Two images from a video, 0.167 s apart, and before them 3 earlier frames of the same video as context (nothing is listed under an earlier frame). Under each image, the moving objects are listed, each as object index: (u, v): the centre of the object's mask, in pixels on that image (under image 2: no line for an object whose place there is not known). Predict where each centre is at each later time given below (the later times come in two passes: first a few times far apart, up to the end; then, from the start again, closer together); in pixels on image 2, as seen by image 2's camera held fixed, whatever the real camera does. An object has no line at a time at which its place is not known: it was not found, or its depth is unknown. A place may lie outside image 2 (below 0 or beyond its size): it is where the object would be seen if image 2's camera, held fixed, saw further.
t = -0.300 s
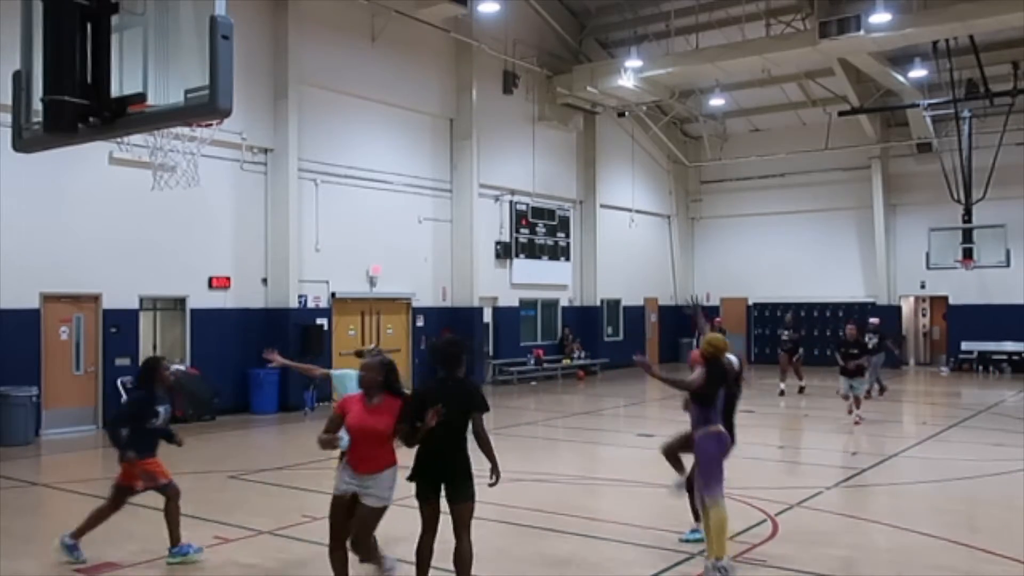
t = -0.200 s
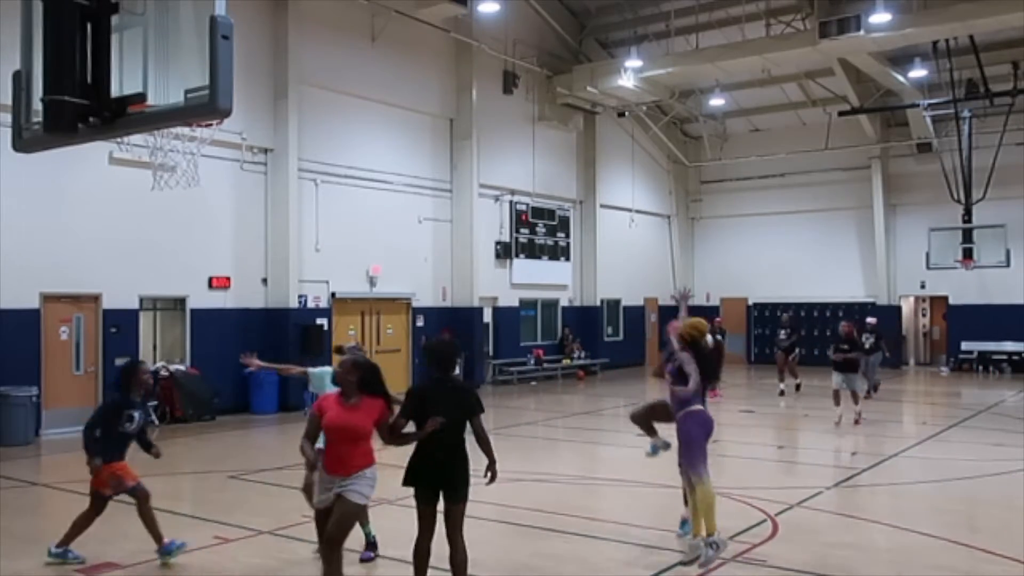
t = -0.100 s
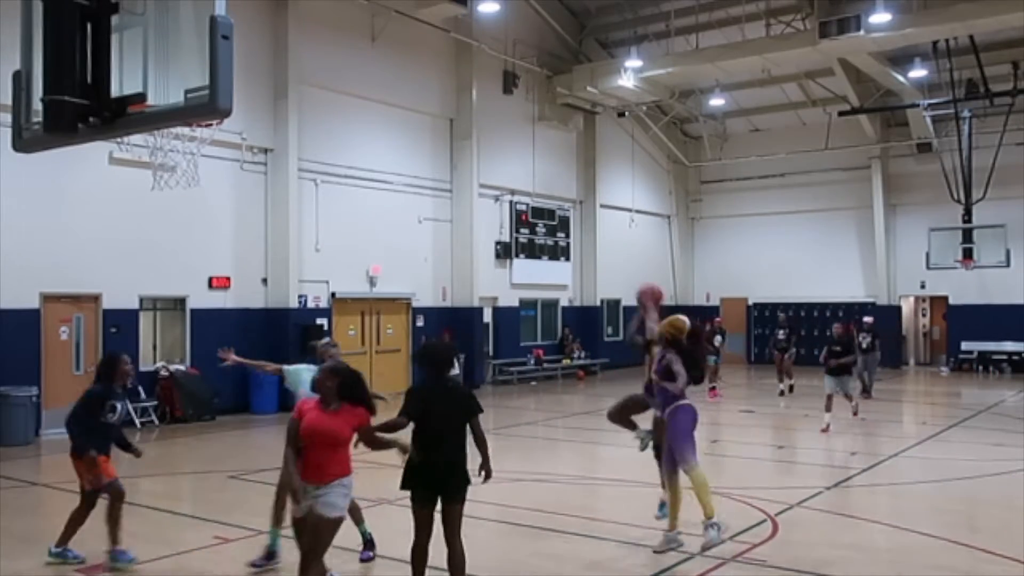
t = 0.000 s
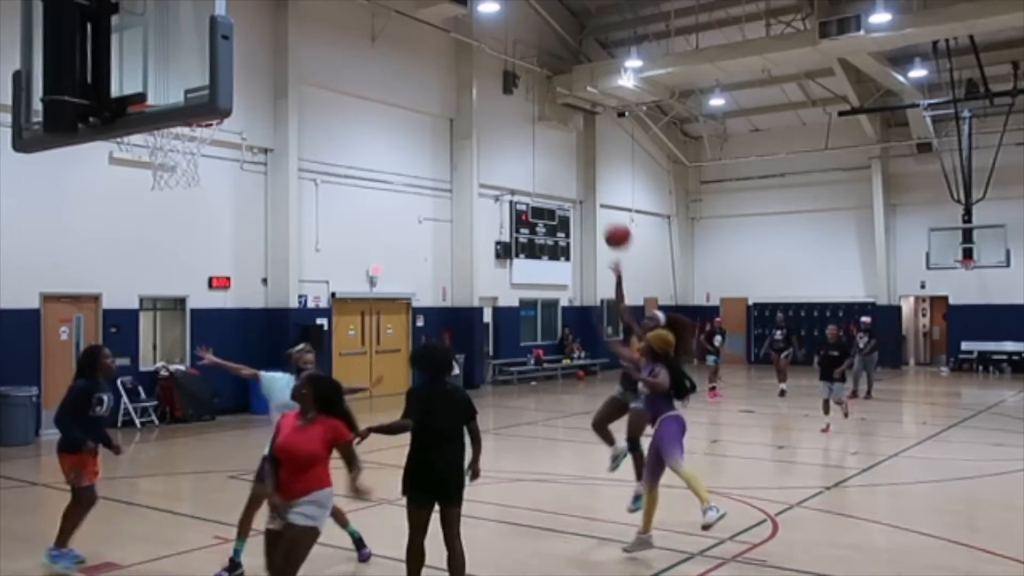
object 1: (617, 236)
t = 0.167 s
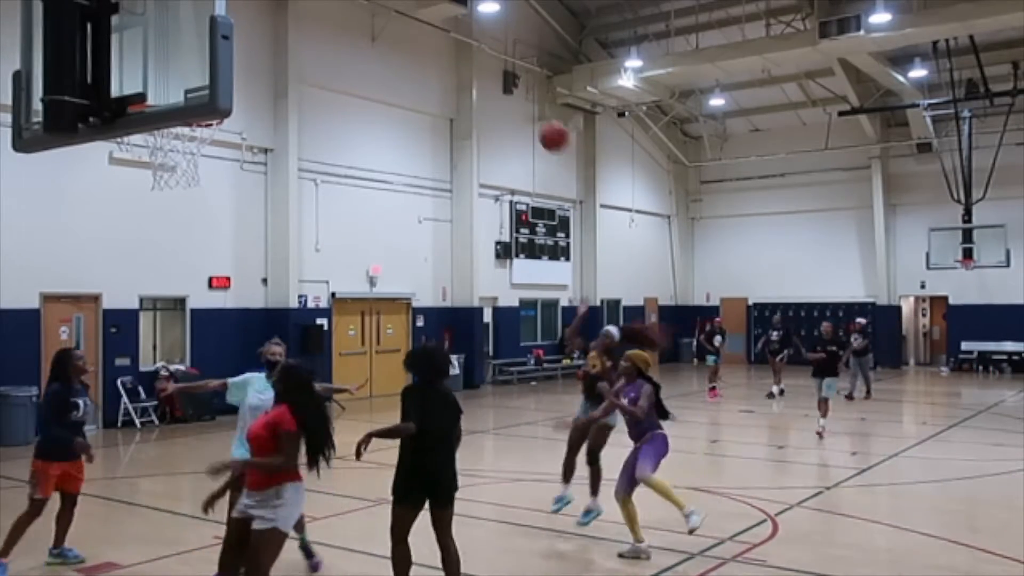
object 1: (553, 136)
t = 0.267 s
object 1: (511, 87)
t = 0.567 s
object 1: (359, 7)
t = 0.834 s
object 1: (183, 23)
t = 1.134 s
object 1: (150, 146)
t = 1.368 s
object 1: (172, 218)
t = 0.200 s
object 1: (540, 119)
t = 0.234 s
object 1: (525, 102)
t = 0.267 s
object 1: (511, 87)
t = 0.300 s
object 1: (496, 73)
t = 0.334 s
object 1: (480, 59)
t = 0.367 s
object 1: (464, 46)
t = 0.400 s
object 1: (448, 35)
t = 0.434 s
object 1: (431, 25)
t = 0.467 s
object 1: (414, 16)
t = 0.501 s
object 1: (396, 12)
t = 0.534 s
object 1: (379, 9)
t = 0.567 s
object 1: (359, 7)
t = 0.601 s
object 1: (340, 6)
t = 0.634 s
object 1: (320, 5)
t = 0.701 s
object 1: (278, 6)
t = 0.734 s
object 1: (255, 8)
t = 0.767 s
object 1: (240, 10)
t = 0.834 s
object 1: (183, 23)
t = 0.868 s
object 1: (161, 36)
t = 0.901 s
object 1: (155, 53)
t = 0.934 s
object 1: (170, 74)
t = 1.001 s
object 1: (201, 129)
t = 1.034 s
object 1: (188, 132)
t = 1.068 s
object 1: (169, 136)
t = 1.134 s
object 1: (150, 146)
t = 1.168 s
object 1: (151, 150)
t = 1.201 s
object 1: (154, 156)
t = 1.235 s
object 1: (157, 165)
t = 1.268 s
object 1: (162, 174)
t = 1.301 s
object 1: (164, 190)
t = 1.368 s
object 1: (172, 218)
